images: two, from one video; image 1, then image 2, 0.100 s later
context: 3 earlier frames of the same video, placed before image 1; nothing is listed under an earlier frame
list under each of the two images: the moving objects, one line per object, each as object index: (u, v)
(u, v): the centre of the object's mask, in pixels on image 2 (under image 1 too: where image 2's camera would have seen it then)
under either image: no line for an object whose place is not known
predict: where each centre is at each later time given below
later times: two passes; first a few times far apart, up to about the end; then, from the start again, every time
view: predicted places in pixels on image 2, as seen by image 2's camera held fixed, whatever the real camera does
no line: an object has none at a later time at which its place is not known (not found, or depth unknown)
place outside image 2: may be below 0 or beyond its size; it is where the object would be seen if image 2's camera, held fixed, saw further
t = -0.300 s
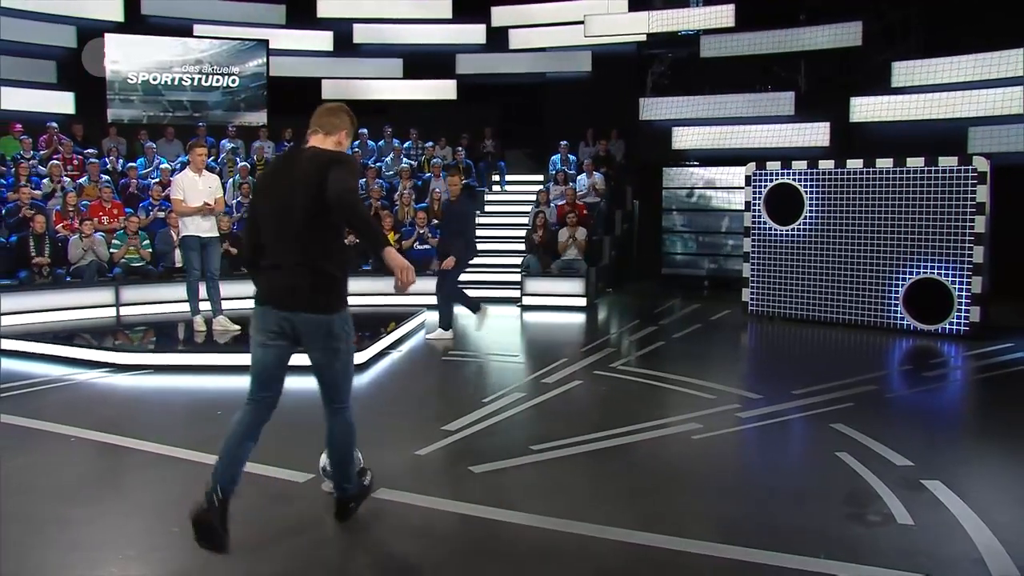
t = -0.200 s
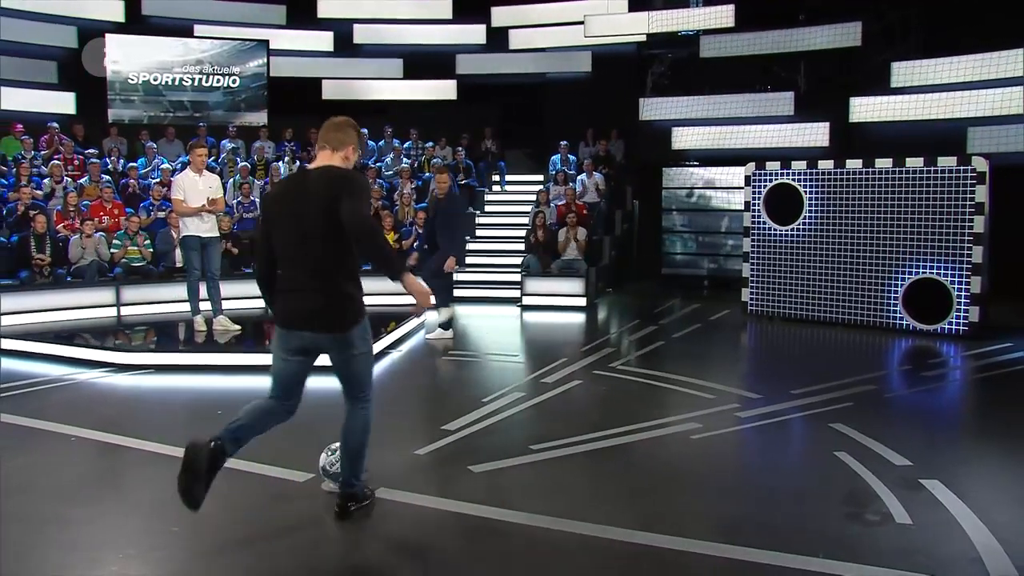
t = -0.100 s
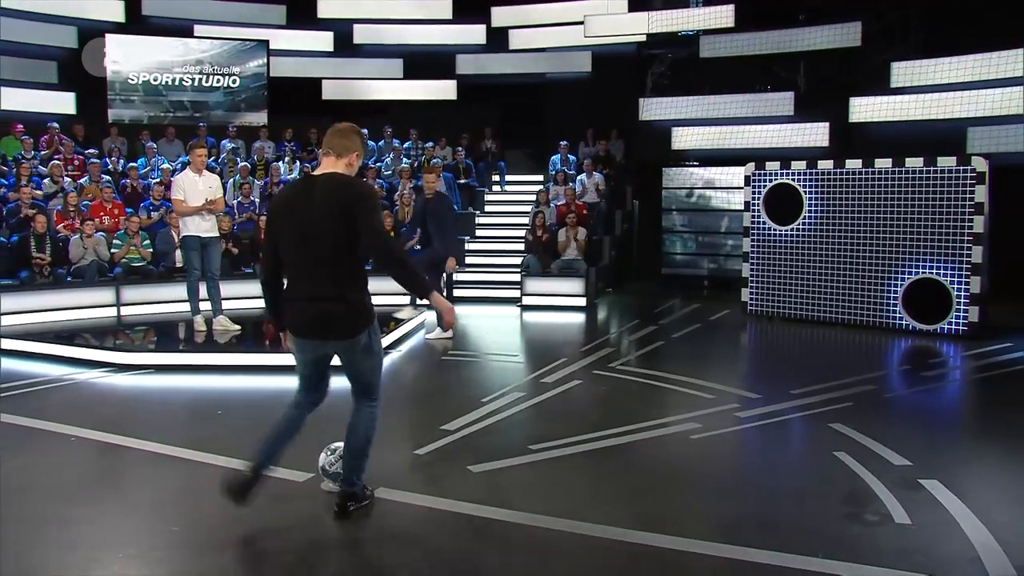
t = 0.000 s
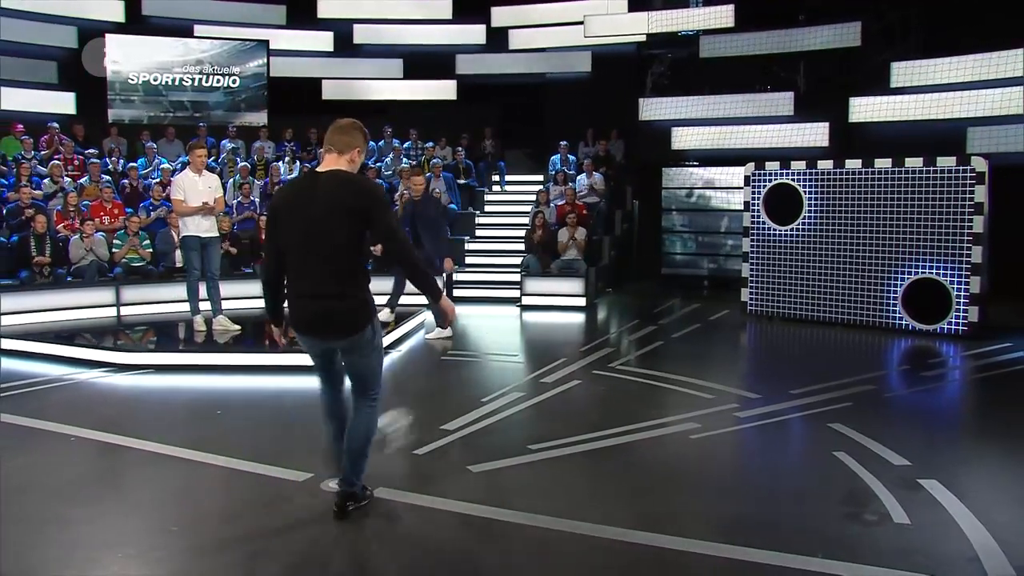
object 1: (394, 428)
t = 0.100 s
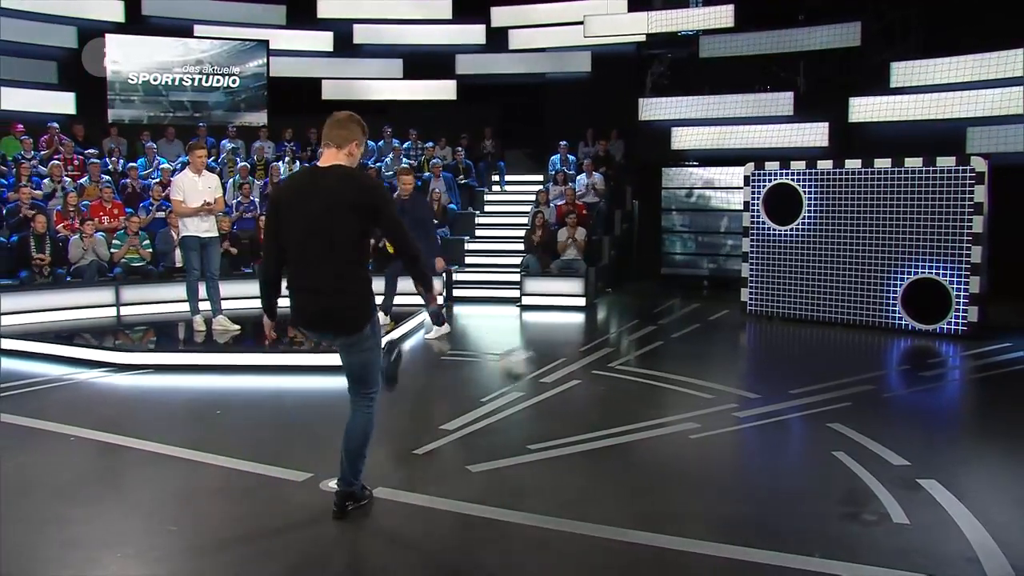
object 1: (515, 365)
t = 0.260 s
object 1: (656, 313)
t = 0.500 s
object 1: (794, 312)
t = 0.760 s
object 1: (885, 302)
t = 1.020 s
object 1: (838, 289)
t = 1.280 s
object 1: (760, 342)
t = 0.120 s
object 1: (536, 355)
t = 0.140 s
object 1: (553, 349)
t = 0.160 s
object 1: (573, 342)
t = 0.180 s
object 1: (594, 332)
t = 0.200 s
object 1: (608, 327)
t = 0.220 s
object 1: (625, 323)
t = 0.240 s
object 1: (640, 317)
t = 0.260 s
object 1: (656, 313)
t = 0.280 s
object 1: (669, 310)
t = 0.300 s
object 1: (682, 307)
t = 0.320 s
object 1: (697, 306)
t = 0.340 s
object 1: (709, 306)
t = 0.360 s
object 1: (721, 304)
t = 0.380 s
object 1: (732, 304)
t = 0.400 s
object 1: (743, 306)
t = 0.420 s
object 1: (756, 307)
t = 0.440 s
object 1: (766, 307)
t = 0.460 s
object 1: (773, 308)
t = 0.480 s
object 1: (784, 310)
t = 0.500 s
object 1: (794, 312)
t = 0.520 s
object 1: (799, 314)
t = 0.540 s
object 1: (810, 316)
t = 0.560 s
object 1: (819, 320)
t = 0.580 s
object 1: (826, 323)
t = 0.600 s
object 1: (834, 326)
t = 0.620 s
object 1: (841, 330)
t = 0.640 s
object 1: (848, 331)
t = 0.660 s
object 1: (855, 326)
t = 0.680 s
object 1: (861, 320)
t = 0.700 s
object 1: (867, 315)
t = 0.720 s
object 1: (874, 309)
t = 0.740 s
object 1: (879, 306)
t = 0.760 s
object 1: (885, 302)
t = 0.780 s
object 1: (890, 299)
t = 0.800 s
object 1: (891, 296)
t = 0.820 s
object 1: (887, 293)
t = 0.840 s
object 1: (883, 290)
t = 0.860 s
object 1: (878, 289)
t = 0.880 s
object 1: (874, 289)
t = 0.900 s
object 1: (869, 288)
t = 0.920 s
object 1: (863, 287)
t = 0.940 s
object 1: (858, 286)
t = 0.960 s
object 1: (854, 287)
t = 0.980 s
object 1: (849, 288)
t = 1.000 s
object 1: (843, 288)
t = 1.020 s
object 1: (838, 289)
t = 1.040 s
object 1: (833, 291)
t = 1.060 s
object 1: (828, 294)
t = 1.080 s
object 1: (822, 295)
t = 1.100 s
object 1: (817, 299)
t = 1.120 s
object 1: (811, 302)
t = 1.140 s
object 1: (804, 306)
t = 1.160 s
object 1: (799, 310)
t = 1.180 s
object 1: (793, 315)
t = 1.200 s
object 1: (785, 319)
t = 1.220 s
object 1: (780, 324)
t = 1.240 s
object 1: (773, 329)
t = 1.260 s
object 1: (767, 334)
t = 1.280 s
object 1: (760, 342)
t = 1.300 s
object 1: (755, 343)
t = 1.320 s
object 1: (751, 338)
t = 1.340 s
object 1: (748, 334)
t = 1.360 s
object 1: (743, 331)
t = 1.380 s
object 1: (740, 328)
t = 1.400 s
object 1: (736, 325)
